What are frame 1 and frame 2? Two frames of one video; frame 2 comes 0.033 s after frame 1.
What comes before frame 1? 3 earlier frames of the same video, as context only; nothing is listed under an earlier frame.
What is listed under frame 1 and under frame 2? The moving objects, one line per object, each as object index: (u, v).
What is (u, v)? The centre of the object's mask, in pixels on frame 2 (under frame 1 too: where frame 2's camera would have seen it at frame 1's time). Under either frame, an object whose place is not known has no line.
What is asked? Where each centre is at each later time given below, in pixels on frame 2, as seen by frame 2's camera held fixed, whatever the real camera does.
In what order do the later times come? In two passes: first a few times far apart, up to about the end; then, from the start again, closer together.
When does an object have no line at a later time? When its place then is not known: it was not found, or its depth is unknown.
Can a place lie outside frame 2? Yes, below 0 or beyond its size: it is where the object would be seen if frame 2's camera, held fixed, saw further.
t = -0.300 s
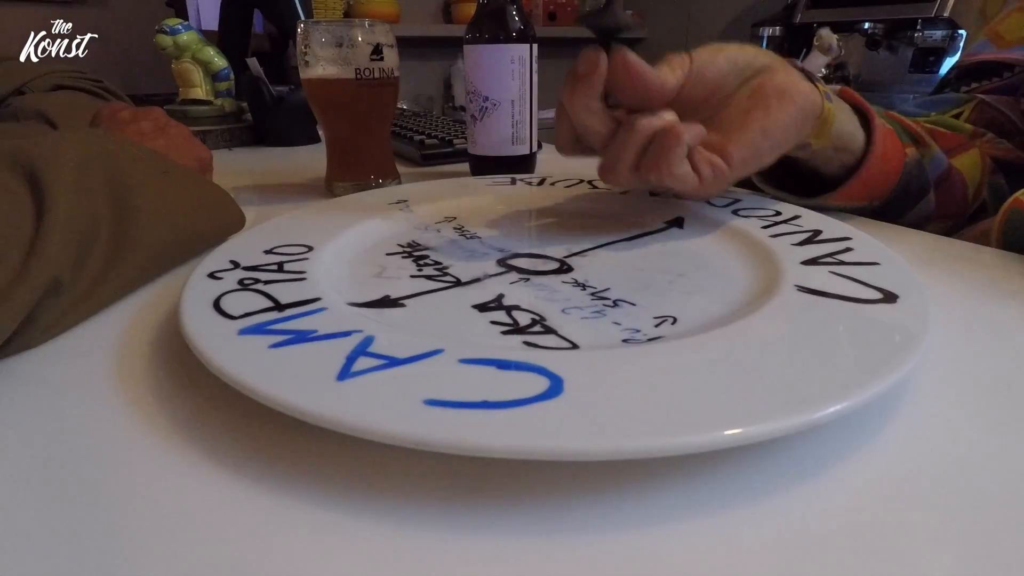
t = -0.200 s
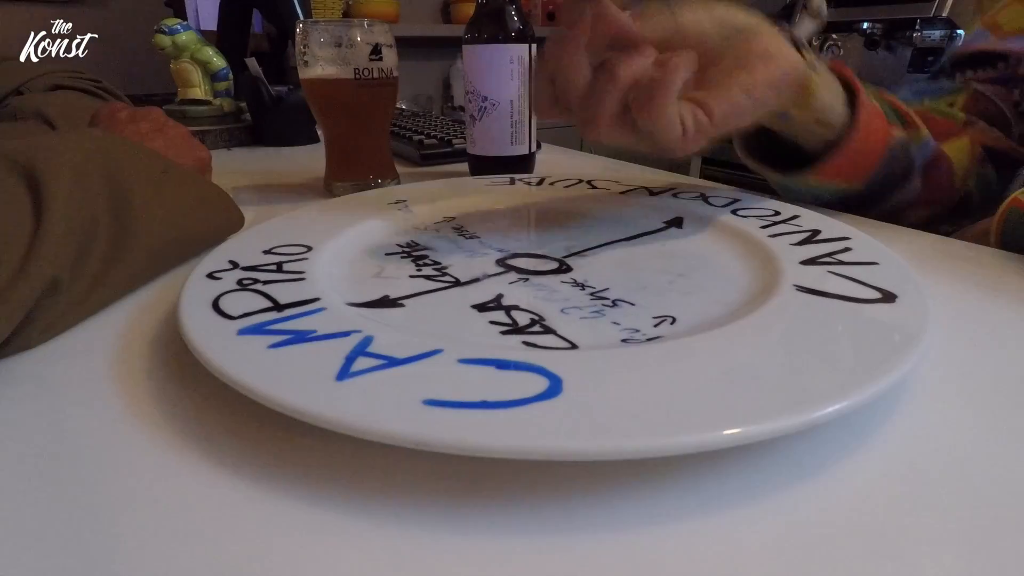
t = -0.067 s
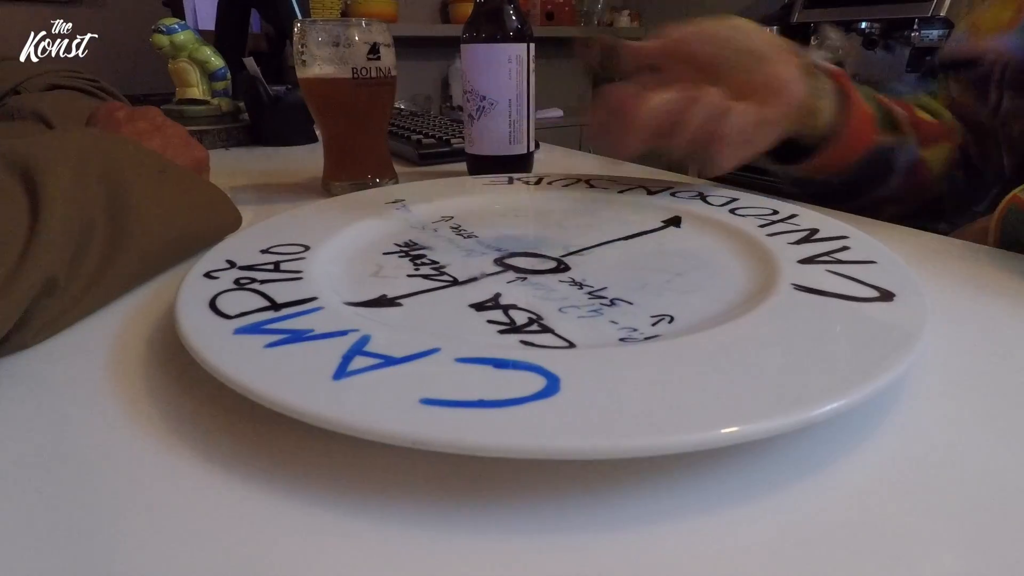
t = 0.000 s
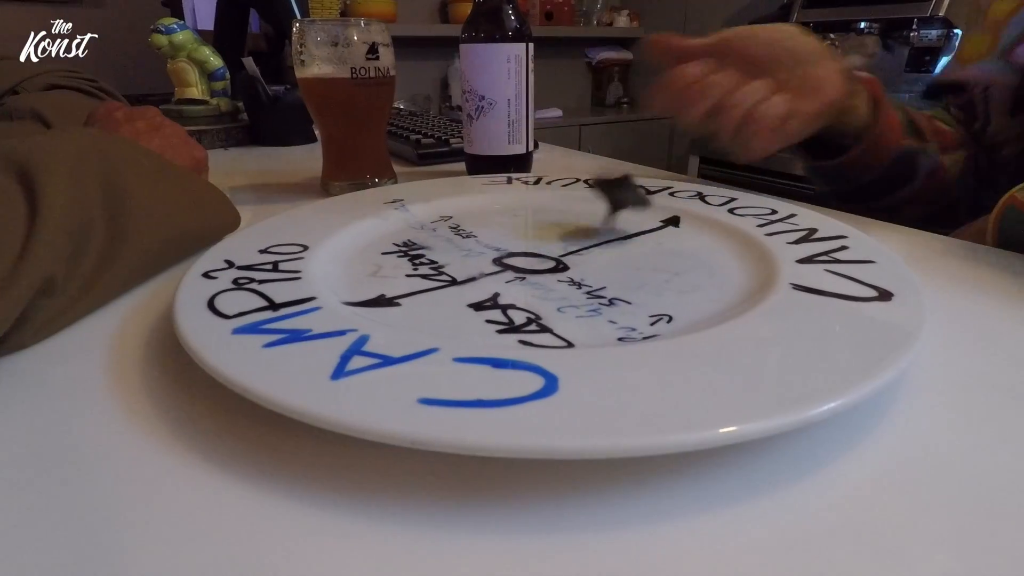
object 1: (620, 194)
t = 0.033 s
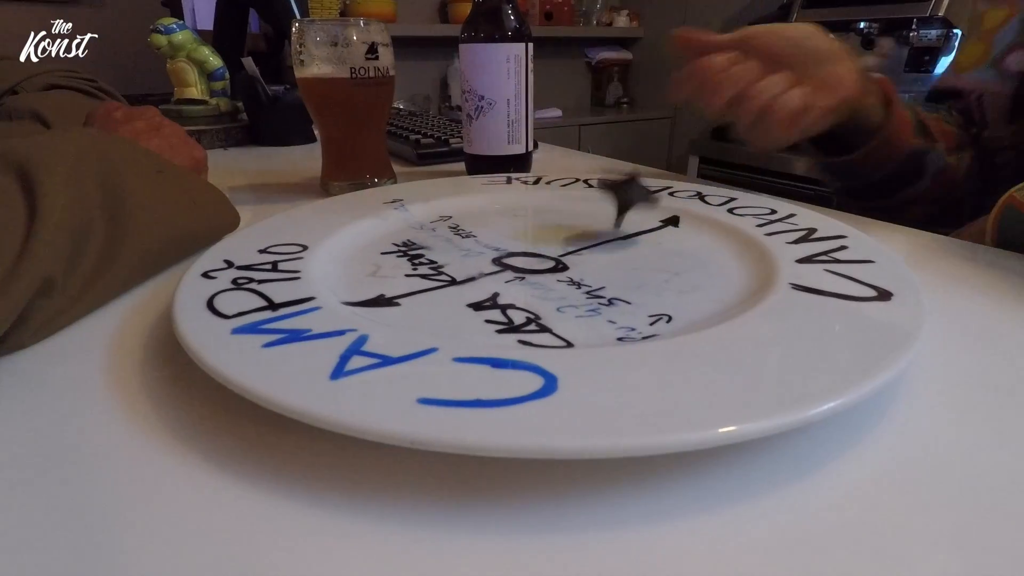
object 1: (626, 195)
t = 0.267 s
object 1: (674, 237)
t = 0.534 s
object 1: (682, 272)
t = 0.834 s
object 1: (563, 247)
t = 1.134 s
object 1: (501, 202)
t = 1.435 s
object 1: (433, 183)
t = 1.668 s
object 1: (441, 191)
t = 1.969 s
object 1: (458, 218)
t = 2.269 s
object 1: (569, 239)
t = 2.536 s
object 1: (658, 239)
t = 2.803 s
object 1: (685, 220)
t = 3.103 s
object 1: (638, 203)
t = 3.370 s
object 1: (567, 204)
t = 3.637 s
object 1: (491, 212)
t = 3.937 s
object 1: (444, 234)
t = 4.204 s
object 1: (458, 252)
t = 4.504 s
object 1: (528, 256)
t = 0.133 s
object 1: (641, 213)
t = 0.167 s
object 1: (645, 218)
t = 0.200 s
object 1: (651, 223)
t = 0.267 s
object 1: (674, 237)
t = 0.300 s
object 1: (692, 244)
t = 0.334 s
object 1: (711, 249)
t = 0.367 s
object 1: (729, 256)
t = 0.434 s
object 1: (726, 260)
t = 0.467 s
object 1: (711, 266)
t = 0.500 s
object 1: (695, 269)
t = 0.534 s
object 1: (682, 272)
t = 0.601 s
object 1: (648, 272)
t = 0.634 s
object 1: (610, 278)
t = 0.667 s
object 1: (586, 281)
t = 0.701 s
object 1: (575, 275)
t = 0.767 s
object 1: (568, 261)
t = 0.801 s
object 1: (566, 254)
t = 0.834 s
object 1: (563, 247)
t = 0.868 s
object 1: (558, 240)
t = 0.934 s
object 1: (548, 228)
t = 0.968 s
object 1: (542, 222)
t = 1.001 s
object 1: (535, 218)
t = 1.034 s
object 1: (528, 213)
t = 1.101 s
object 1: (510, 206)
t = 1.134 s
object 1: (501, 202)
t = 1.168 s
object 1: (493, 198)
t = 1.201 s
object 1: (485, 195)
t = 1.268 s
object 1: (469, 191)
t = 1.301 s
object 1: (460, 189)
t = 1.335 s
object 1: (450, 187)
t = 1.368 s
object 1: (441, 186)
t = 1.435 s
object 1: (433, 183)
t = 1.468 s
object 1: (438, 182)
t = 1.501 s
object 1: (446, 181)
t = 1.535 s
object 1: (451, 183)
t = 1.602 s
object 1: (449, 186)
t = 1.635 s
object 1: (445, 188)
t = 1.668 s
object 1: (441, 191)
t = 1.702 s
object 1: (438, 194)
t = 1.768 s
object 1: (437, 200)
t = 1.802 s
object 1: (437, 203)
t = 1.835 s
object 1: (439, 206)
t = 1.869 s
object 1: (442, 209)
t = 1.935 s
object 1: (452, 215)
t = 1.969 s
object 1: (458, 218)
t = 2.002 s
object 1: (467, 221)
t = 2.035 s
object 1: (474, 224)
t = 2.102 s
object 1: (498, 227)
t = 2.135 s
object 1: (509, 230)
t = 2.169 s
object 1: (523, 233)
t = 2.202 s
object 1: (537, 235)
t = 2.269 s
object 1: (569, 239)
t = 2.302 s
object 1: (581, 241)
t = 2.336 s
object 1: (593, 243)
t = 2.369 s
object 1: (606, 243)
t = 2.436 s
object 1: (629, 242)
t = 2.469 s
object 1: (639, 241)
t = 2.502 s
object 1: (648, 239)
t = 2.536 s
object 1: (658, 239)
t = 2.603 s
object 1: (672, 234)
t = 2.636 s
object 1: (677, 233)
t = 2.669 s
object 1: (682, 230)
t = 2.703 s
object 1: (684, 228)
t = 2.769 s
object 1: (686, 222)
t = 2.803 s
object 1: (685, 220)
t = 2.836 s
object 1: (683, 218)
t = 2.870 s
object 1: (681, 215)
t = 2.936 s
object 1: (672, 211)
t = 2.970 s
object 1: (666, 209)
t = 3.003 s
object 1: (661, 208)
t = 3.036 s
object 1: (654, 206)
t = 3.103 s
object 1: (638, 203)
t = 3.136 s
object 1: (630, 203)
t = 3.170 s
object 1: (622, 202)
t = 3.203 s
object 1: (613, 202)
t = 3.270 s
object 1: (595, 203)
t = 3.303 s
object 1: (585, 203)
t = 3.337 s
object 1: (576, 203)
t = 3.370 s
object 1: (567, 204)
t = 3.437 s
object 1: (547, 205)
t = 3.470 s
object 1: (536, 206)
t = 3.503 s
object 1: (526, 206)
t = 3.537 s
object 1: (517, 208)
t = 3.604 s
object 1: (500, 210)
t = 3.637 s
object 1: (491, 212)
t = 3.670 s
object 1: (483, 214)
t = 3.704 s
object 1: (476, 216)
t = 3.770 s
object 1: (462, 221)
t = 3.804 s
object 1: (456, 224)
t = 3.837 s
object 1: (452, 226)
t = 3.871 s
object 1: (448, 229)
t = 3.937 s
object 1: (444, 234)
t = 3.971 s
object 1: (442, 236)
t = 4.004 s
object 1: (440, 239)
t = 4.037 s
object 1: (440, 241)
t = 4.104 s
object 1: (445, 246)
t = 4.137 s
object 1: (449, 248)
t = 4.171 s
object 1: (453, 250)
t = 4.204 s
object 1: (458, 252)
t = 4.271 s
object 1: (471, 254)
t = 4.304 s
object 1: (479, 256)
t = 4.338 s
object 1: (487, 256)
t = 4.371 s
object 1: (495, 257)
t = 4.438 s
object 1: (512, 258)
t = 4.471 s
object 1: (519, 258)
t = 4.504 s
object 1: (528, 256)
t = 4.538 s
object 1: (537, 254)
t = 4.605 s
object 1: (551, 252)
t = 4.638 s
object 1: (558, 250)
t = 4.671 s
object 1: (562, 248)
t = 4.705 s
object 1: (566, 245)
